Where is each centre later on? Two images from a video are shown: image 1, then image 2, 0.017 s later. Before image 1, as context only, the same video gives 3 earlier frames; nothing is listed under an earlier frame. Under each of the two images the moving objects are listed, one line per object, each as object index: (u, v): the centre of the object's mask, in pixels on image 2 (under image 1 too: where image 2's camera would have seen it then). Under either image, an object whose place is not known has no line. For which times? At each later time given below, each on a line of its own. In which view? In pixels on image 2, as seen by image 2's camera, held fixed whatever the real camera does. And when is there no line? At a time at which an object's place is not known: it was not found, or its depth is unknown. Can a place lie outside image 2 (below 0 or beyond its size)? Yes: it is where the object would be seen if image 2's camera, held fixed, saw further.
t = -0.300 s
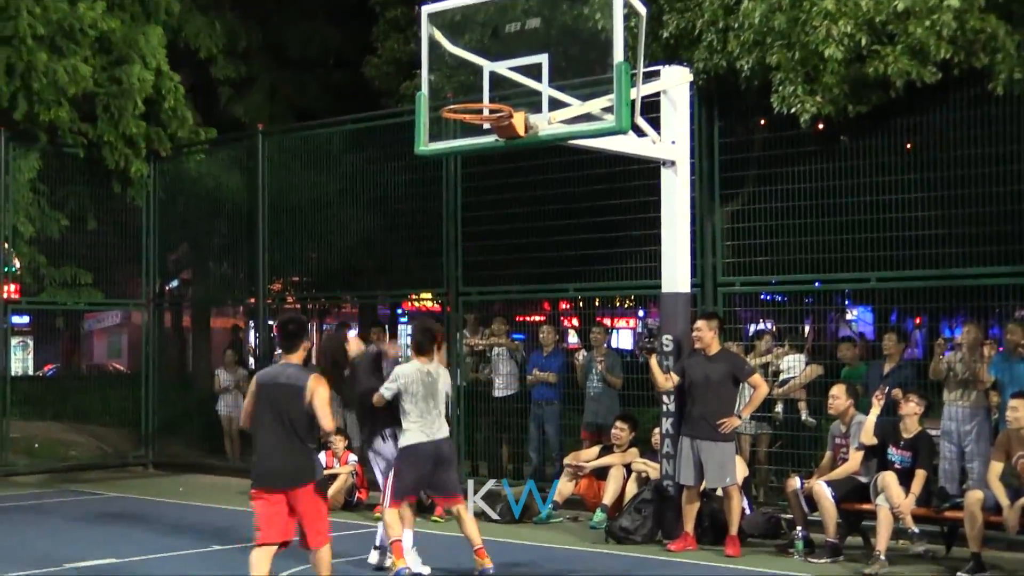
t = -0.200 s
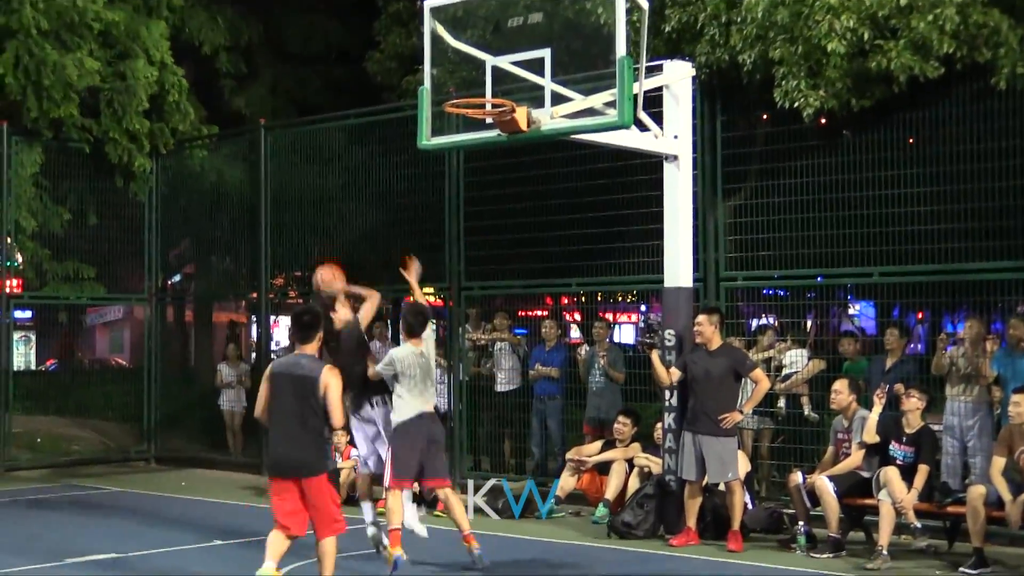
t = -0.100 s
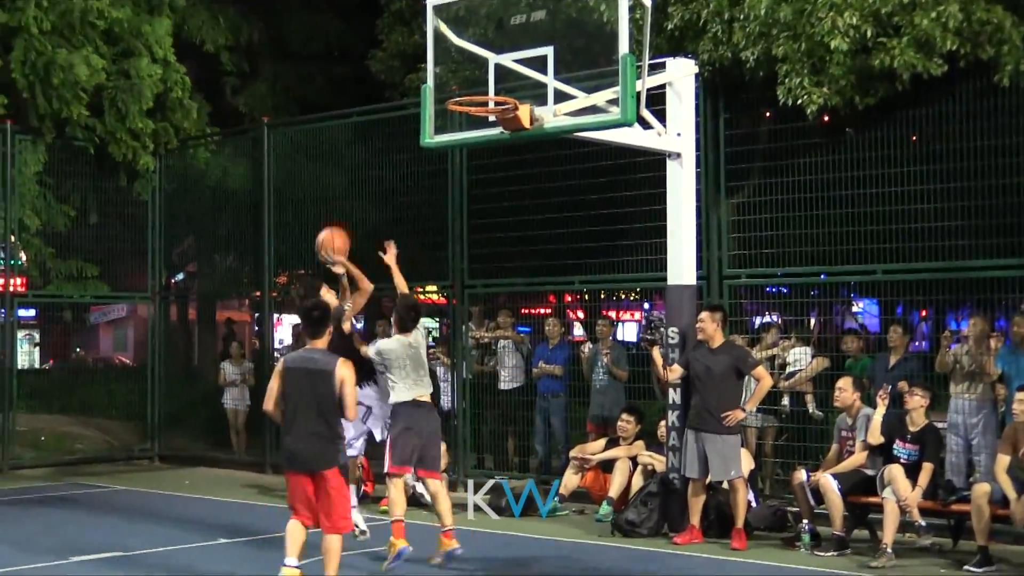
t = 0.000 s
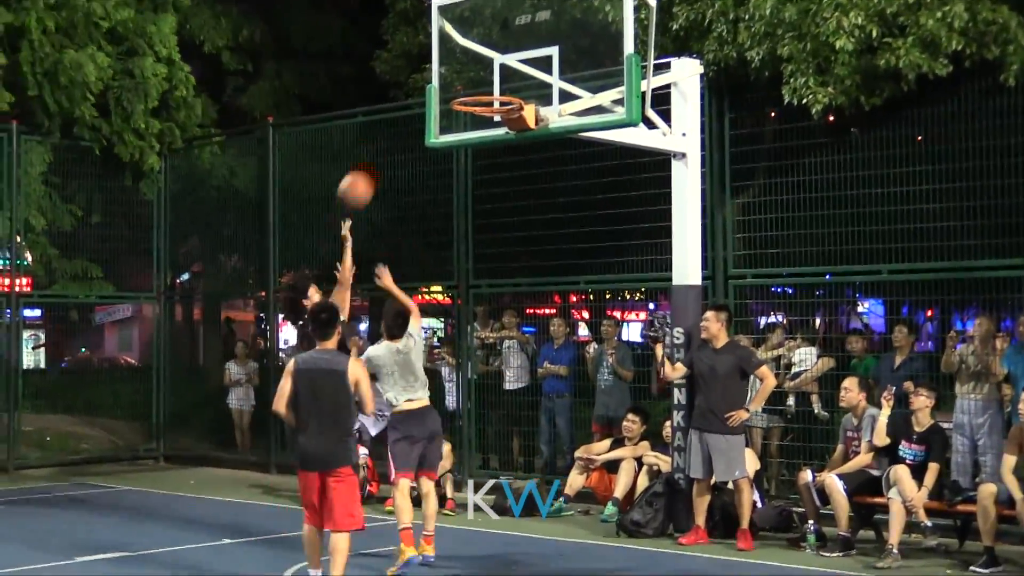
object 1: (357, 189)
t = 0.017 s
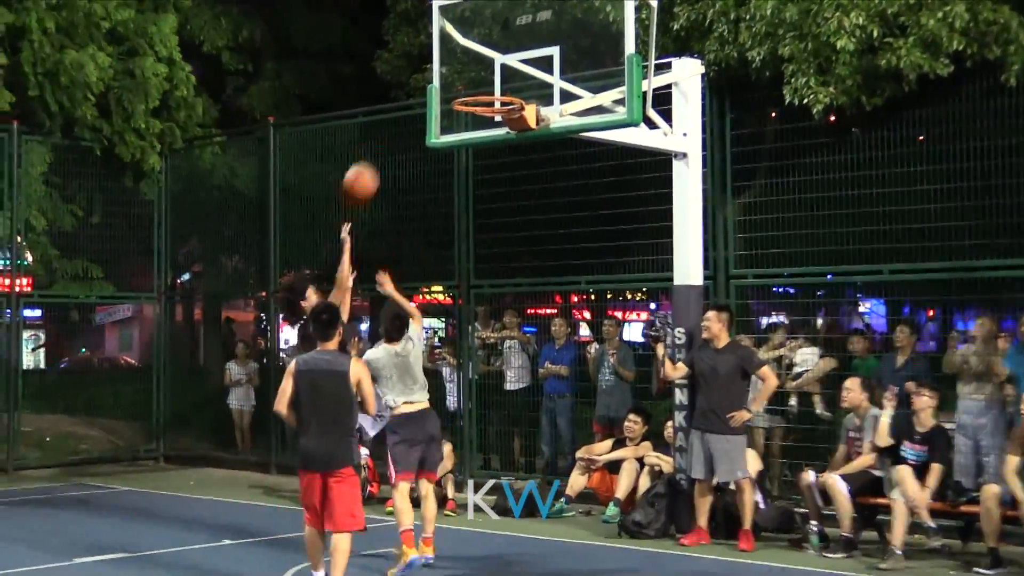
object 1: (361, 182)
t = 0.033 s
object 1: (367, 171)
